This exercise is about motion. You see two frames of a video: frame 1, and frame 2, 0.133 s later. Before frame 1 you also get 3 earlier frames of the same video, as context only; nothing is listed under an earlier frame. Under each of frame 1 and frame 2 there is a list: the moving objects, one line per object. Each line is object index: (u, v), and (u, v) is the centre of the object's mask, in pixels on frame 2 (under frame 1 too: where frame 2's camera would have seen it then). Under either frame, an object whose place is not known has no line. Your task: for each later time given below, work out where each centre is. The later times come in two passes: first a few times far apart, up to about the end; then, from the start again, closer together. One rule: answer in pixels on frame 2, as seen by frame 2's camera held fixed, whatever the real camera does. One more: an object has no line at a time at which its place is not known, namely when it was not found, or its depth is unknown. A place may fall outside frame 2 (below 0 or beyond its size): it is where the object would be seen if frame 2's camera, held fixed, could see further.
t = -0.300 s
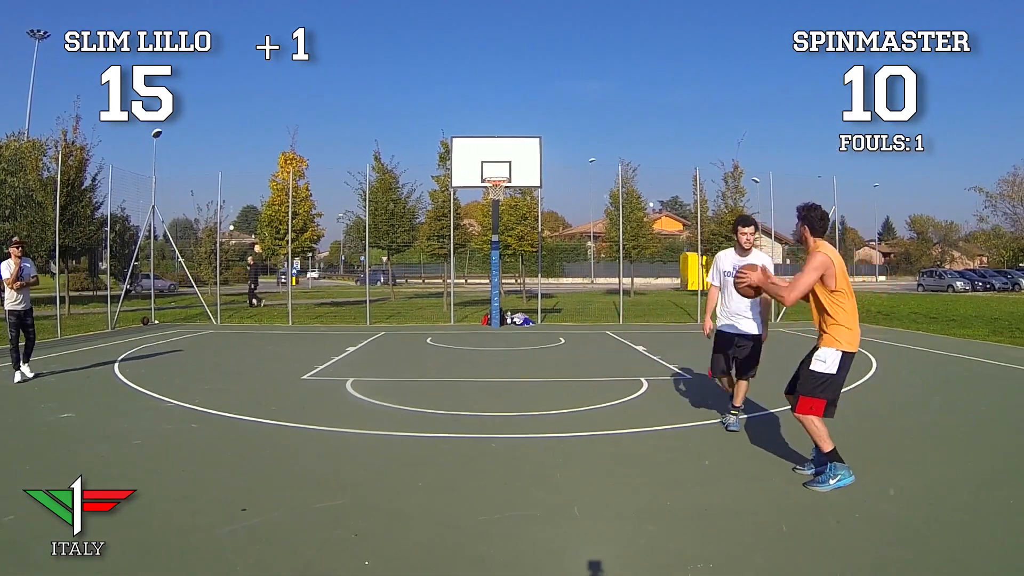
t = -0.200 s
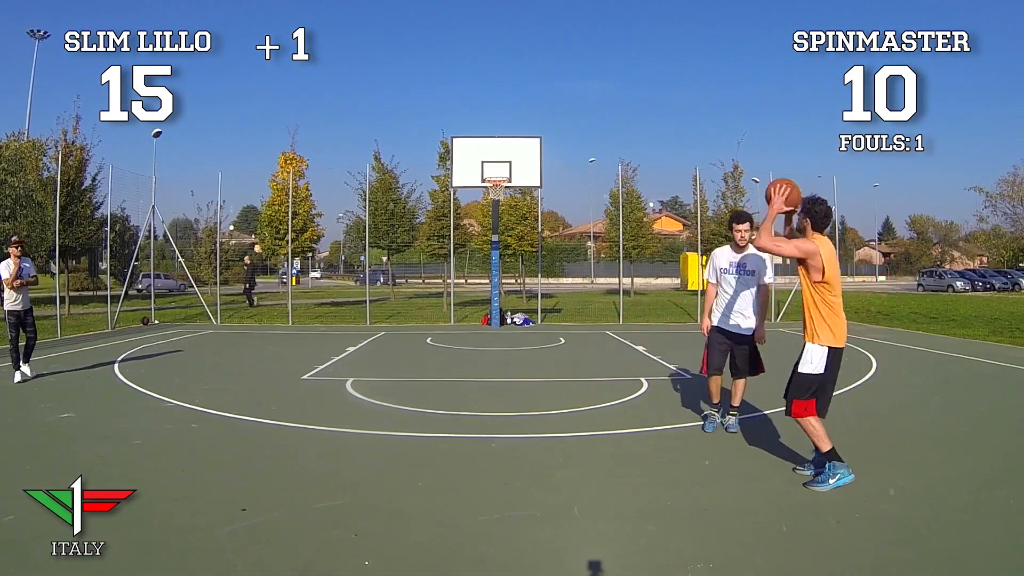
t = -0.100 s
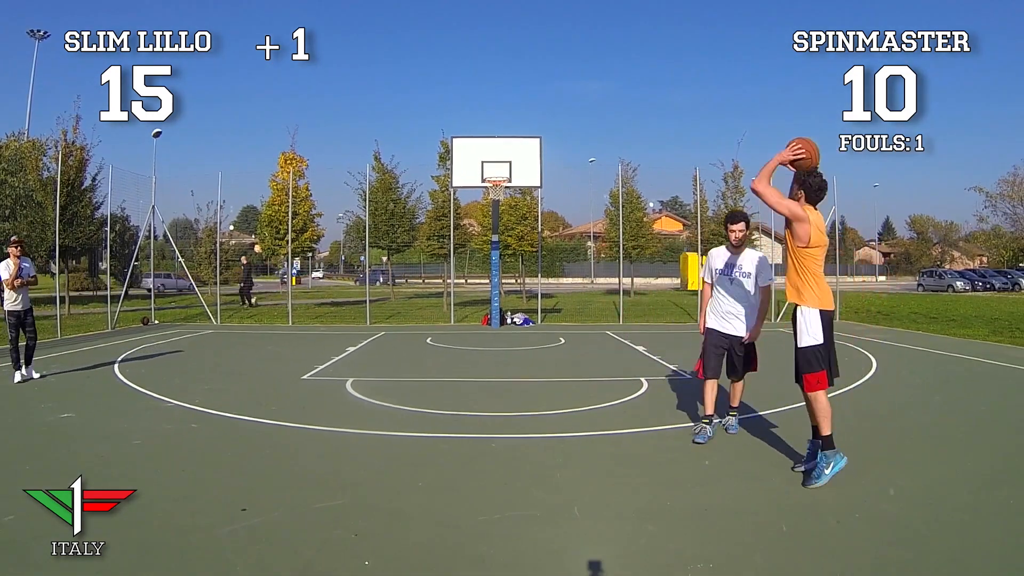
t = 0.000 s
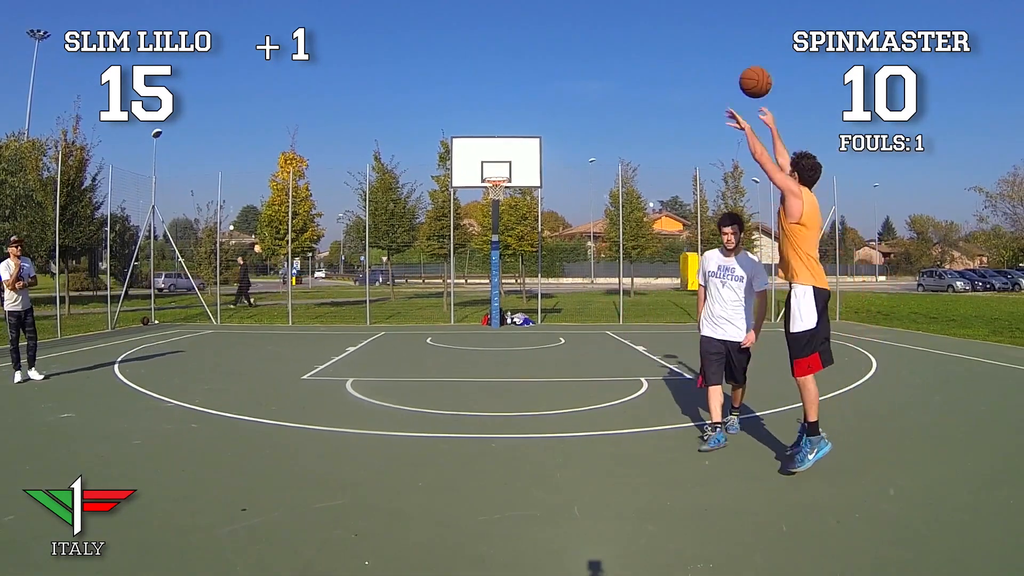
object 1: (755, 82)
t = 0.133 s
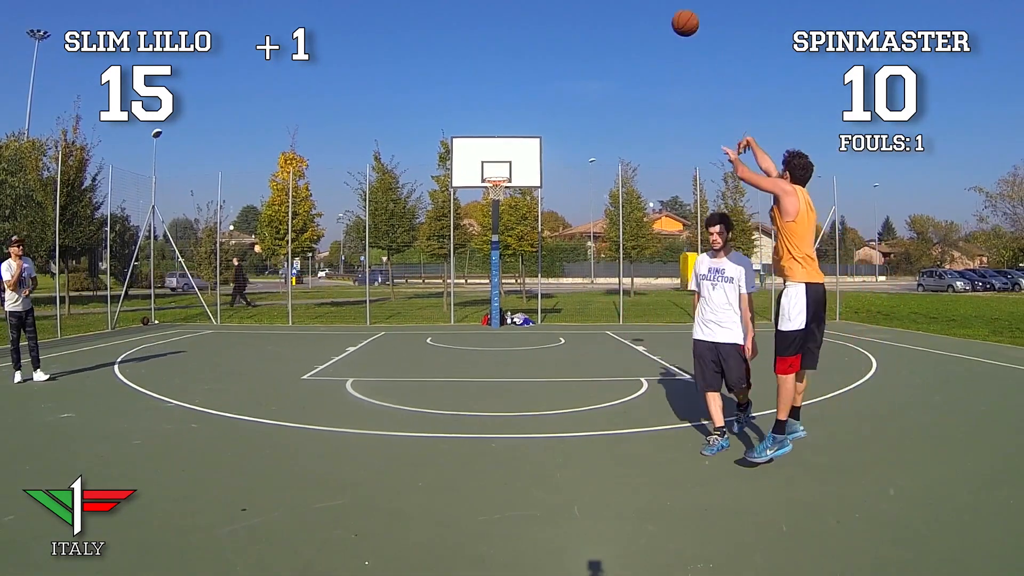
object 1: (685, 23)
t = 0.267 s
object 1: (636, 4)
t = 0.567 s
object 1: (565, 7)
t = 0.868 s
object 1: (522, 61)
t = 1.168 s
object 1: (492, 145)
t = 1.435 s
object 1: (473, 150)
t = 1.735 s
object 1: (454, 135)
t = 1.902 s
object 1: (442, 147)
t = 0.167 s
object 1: (671, 14)
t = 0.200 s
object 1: (658, 9)
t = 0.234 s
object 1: (647, 6)
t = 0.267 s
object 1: (636, 4)
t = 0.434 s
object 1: (591, 2)
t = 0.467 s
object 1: (584, 3)
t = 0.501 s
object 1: (577, 4)
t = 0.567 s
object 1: (565, 7)
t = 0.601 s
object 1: (559, 11)
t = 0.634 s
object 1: (554, 16)
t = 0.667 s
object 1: (548, 21)
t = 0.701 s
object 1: (544, 27)
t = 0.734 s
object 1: (539, 33)
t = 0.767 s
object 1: (534, 39)
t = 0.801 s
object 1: (530, 46)
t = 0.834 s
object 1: (526, 53)
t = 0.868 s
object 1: (522, 61)
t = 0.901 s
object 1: (518, 69)
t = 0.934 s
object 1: (514, 78)
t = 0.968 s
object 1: (511, 87)
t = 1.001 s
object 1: (507, 96)
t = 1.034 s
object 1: (504, 105)
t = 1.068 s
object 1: (501, 115)
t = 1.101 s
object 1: (498, 125)
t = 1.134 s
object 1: (495, 135)
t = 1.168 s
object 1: (492, 145)
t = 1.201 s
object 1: (489, 156)
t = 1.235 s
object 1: (486, 167)
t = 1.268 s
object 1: (484, 173)
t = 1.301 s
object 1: (481, 170)
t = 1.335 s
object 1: (479, 164)
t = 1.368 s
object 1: (477, 159)
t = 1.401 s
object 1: (475, 154)
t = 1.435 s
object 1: (473, 150)
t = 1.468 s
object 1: (471, 146)
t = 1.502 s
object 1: (469, 142)
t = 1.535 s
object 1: (467, 140)
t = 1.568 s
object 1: (465, 138)
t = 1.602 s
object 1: (463, 136)
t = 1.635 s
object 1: (460, 135)
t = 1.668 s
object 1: (458, 134)
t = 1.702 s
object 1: (456, 134)
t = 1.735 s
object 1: (454, 135)
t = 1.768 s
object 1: (451, 136)
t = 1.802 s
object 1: (449, 138)
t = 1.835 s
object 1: (446, 140)
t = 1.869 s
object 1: (444, 143)
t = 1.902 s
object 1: (442, 147)
